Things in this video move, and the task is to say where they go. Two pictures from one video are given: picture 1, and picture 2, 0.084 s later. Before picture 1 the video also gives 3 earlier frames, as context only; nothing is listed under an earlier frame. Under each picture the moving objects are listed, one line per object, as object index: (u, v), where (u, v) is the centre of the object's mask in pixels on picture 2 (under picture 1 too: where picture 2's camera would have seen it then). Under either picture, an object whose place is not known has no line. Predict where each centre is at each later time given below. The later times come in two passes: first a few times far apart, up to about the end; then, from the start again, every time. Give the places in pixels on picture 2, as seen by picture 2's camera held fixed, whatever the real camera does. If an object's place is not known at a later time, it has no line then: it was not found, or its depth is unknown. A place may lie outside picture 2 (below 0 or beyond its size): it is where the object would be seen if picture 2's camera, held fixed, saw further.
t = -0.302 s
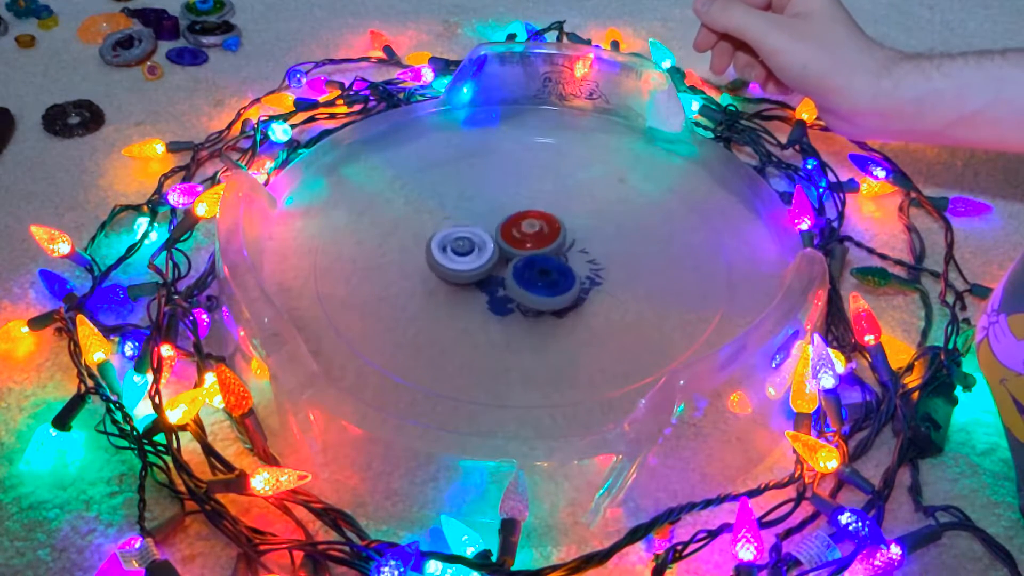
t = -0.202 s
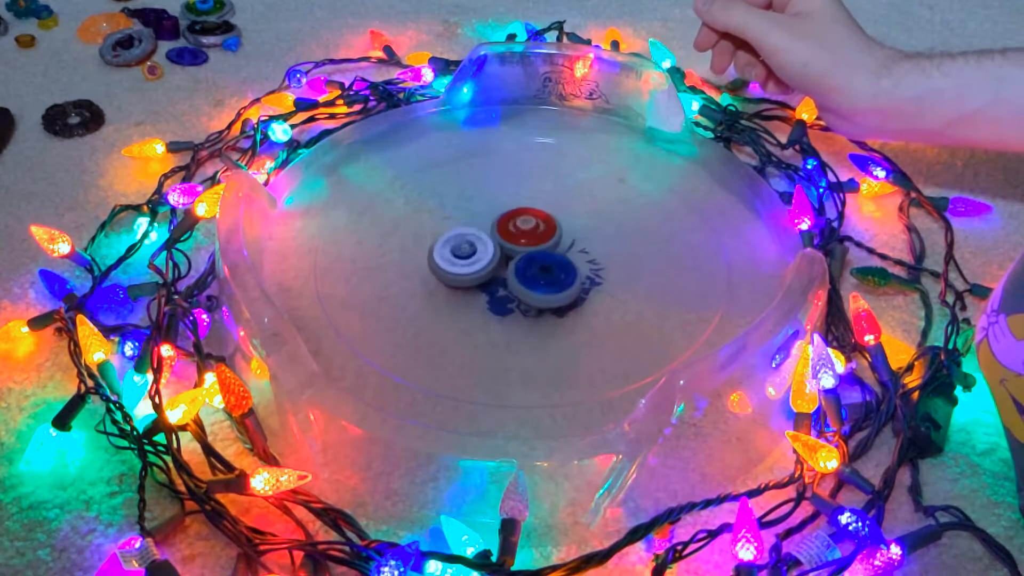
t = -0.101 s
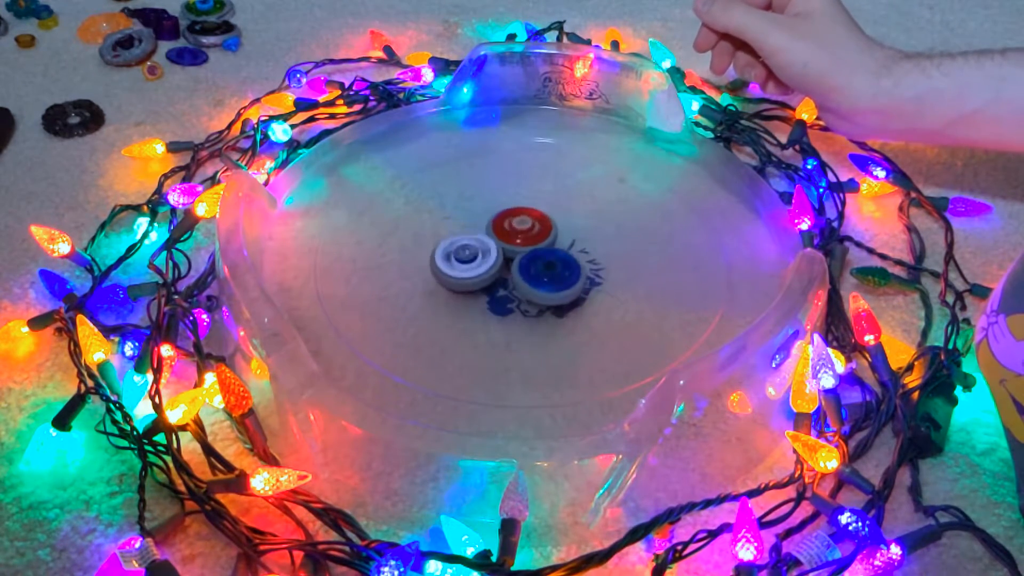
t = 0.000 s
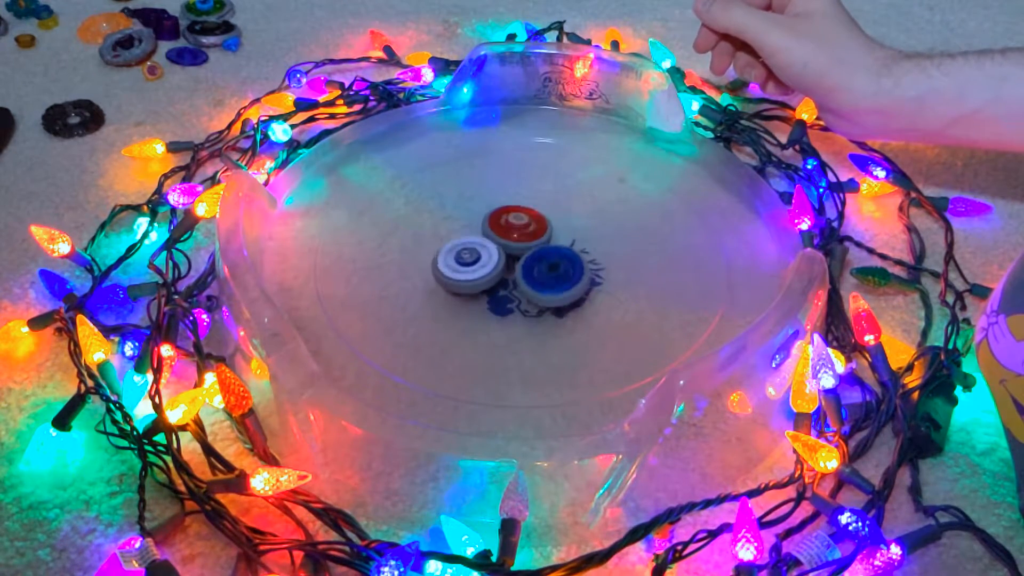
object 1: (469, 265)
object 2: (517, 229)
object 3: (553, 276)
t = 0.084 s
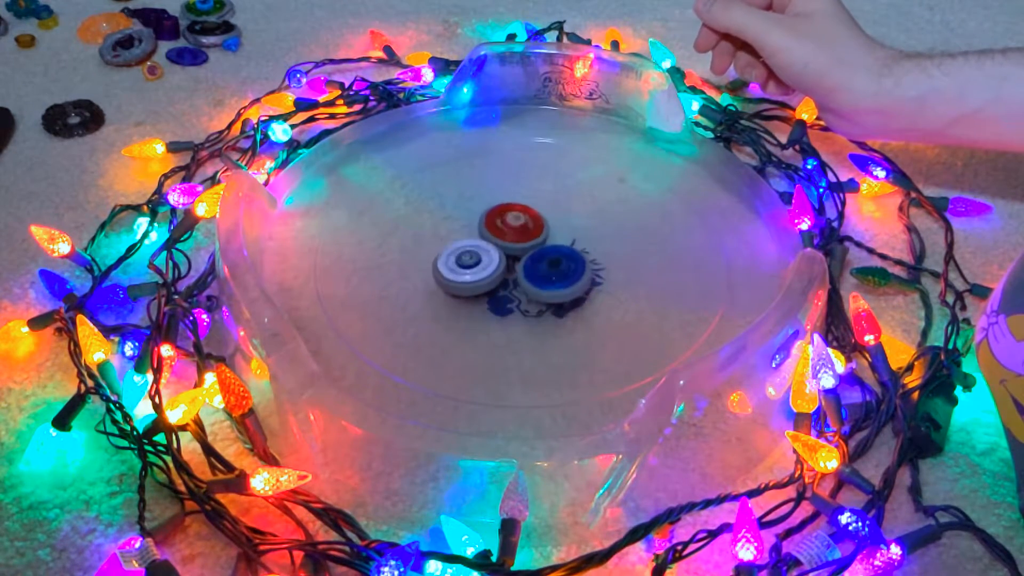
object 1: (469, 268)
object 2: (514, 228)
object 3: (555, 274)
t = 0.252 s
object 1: (470, 273)
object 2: (508, 228)
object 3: (556, 271)
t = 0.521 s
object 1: (478, 279)
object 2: (501, 230)
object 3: (555, 266)
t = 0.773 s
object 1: (490, 283)
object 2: (478, 228)
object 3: (566, 265)
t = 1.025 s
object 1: (495, 285)
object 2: (468, 232)
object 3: (565, 260)
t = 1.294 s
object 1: (502, 285)
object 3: (555, 247)
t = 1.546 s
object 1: (518, 294)
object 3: (547, 238)
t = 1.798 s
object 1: (524, 295)
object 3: (557, 239)
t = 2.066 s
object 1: (525, 292)
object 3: (560, 246)
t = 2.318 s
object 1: (526, 289)
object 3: (558, 234)
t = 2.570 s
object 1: (540, 290)
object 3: (551, 229)
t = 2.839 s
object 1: (608, 288)
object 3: (537, 227)
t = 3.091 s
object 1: (614, 275)
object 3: (530, 225)
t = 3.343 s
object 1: (548, 254)
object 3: (520, 221)
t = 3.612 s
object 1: (555, 268)
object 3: (524, 212)
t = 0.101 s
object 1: (469, 269)
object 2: (513, 228)
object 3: (555, 273)
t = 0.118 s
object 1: (469, 268)
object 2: (513, 228)
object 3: (555, 273)
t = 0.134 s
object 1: (470, 269)
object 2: (512, 228)
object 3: (556, 273)
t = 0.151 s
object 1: (470, 270)
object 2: (511, 228)
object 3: (556, 273)
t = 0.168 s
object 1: (470, 270)
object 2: (511, 228)
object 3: (556, 273)
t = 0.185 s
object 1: (470, 272)
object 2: (510, 228)
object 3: (556, 272)
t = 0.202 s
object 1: (470, 271)
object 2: (510, 228)
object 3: (556, 272)
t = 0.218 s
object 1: (470, 272)
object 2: (509, 228)
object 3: (556, 272)
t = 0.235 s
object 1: (470, 272)
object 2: (508, 228)
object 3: (556, 272)
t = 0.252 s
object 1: (470, 273)
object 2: (508, 228)
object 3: (556, 271)
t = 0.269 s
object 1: (470, 273)
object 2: (508, 228)
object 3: (556, 271)
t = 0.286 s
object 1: (471, 274)
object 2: (507, 228)
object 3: (556, 271)
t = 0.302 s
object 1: (471, 274)
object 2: (507, 228)
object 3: (556, 271)
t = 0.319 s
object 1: (471, 275)
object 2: (506, 228)
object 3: (556, 270)
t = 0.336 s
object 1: (472, 275)
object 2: (506, 228)
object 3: (556, 270)
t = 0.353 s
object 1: (472, 276)
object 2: (506, 228)
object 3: (556, 270)
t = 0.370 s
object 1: (473, 276)
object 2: (505, 228)
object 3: (556, 269)
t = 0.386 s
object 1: (473, 277)
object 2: (505, 229)
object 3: (556, 269)
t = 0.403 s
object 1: (474, 277)
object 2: (504, 229)
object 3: (556, 269)
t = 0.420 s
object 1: (474, 278)
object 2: (504, 229)
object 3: (556, 269)
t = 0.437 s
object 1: (475, 278)
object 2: (503, 230)
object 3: (556, 268)
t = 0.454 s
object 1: (476, 278)
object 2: (503, 230)
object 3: (555, 268)
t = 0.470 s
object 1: (477, 279)
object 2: (502, 230)
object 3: (555, 268)
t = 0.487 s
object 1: (477, 279)
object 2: (502, 230)
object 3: (555, 267)
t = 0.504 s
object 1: (478, 279)
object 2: (501, 230)
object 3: (555, 267)
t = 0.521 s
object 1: (478, 279)
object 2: (501, 230)
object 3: (555, 266)
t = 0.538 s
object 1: (479, 279)
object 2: (500, 230)
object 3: (554, 265)
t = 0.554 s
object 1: (479, 280)
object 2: (499, 230)
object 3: (553, 264)
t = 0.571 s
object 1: (480, 280)
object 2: (498, 230)
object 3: (554, 264)
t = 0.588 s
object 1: (481, 280)
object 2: (497, 231)
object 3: (555, 264)
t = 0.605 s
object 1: (482, 280)
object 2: (497, 230)
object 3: (554, 263)
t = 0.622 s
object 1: (483, 281)
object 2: (496, 230)
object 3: (554, 262)
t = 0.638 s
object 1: (484, 281)
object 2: (492, 230)
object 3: (557, 263)
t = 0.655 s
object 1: (485, 281)
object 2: (488, 229)
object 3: (561, 265)
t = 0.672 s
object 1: (485, 281)
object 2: (486, 228)
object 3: (563, 266)
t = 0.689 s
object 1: (486, 281)
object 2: (484, 228)
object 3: (563, 266)
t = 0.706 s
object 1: (487, 282)
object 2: (482, 228)
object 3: (564, 265)
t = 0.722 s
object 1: (488, 282)
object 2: (481, 228)
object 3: (565, 265)
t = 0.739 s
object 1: (489, 282)
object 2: (480, 228)
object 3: (566, 265)
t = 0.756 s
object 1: (489, 283)
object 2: (479, 228)
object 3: (566, 265)
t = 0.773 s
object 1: (490, 283)
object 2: (478, 228)
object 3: (566, 265)
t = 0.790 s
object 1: (491, 283)
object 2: (477, 229)
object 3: (565, 265)
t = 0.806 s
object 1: (491, 283)
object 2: (476, 229)
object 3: (565, 265)
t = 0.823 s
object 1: (492, 284)
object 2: (475, 229)
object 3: (565, 264)
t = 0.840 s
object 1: (492, 284)
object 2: (475, 229)
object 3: (566, 263)
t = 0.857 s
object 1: (493, 284)
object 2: (474, 229)
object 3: (566, 263)
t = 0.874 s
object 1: (494, 284)
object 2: (473, 229)
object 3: (566, 263)
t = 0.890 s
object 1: (495, 284)
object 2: (472, 230)
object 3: (566, 263)
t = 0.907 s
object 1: (496, 285)
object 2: (471, 229)
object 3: (566, 263)
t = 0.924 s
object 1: (497, 285)
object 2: (471, 230)
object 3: (566, 263)
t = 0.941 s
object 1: (497, 285)
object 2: (471, 230)
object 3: (565, 263)
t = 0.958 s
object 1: (498, 285)
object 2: (470, 231)
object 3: (565, 262)
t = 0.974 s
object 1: (498, 286)
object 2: (469, 231)
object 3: (565, 262)
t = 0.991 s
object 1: (497, 286)
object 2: (469, 231)
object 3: (565, 261)
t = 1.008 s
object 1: (495, 286)
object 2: (469, 231)
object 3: (565, 260)
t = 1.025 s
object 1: (495, 285)
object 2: (468, 232)
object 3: (565, 260)
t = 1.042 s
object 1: (495, 284)
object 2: (468, 233)
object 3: (564, 260)
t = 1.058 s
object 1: (497, 284)
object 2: (468, 233)
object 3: (564, 259)
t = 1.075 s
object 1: (499, 285)
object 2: (468, 234)
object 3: (564, 259)
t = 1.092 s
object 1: (499, 285)
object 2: (468, 234)
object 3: (564, 258)
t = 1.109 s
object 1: (500, 286)
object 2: (467, 234)
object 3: (563, 257)
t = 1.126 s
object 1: (499, 287)
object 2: (467, 235)
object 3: (562, 256)
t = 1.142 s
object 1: (498, 287)
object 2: (467, 235)
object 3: (561, 256)
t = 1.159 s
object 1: (498, 286)
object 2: (468, 236)
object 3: (561, 255)
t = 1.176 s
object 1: (498, 285)
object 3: (559, 254)
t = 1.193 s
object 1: (499, 284)
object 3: (558, 253)
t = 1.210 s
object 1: (500, 284)
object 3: (558, 252)
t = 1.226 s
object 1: (501, 285)
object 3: (558, 251)
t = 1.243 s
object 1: (501, 285)
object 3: (557, 250)
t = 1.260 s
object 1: (501, 285)
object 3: (556, 249)
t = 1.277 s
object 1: (502, 285)
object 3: (555, 248)
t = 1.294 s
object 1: (502, 285)
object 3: (555, 247)
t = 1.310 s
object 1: (502, 286)
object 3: (554, 246)
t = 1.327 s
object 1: (503, 287)
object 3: (554, 245)
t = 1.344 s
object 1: (503, 287)
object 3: (552, 244)
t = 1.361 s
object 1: (503, 287)
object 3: (551, 242)
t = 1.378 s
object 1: (505, 289)
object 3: (551, 242)
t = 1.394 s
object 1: (507, 291)
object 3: (551, 242)
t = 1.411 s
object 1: (509, 291)
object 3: (551, 241)
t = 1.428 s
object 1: (511, 291)
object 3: (551, 240)
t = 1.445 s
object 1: (513, 291)
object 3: (549, 239)
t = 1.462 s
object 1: (514, 292)
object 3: (548, 238)
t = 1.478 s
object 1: (515, 293)
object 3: (548, 238)
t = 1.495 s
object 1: (516, 294)
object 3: (548, 238)
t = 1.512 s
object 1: (516, 294)
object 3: (548, 238)
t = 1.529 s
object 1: (517, 294)
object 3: (548, 238)
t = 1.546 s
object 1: (518, 294)
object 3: (547, 238)
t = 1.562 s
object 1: (520, 294)
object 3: (547, 237)
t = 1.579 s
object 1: (520, 294)
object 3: (546, 237)
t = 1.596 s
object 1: (521, 295)
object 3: (546, 237)
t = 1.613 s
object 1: (521, 295)
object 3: (545, 237)
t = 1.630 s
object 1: (521, 295)
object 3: (545, 236)
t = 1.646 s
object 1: (522, 295)
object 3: (545, 236)
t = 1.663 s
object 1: (522, 295)
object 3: (546, 236)
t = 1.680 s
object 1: (522, 295)
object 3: (546, 236)
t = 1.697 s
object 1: (523, 295)
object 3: (546, 237)
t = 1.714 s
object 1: (524, 295)
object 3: (546, 238)
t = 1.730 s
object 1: (524, 295)
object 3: (550, 237)
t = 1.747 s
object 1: (524, 295)
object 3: (554, 238)
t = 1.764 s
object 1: (524, 295)
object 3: (556, 239)
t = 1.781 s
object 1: (524, 295)
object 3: (557, 239)
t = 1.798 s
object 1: (524, 295)
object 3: (557, 239)
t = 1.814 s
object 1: (524, 295)
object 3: (559, 239)
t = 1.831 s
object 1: (524, 294)
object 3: (560, 240)
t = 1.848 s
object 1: (525, 294)
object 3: (561, 240)
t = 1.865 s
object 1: (526, 294)
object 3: (561, 241)
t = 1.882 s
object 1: (527, 294)
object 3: (561, 241)
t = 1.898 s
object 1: (528, 294)
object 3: (561, 242)
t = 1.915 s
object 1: (528, 294)
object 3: (561, 243)
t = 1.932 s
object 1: (528, 294)
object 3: (561, 244)
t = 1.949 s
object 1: (528, 293)
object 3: (561, 244)
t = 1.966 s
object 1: (529, 292)
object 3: (561, 245)
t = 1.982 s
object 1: (530, 292)
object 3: (560, 245)
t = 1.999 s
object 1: (529, 293)
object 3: (560, 245)
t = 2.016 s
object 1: (529, 292)
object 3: (560, 245)
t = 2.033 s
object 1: (527, 293)
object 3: (560, 245)
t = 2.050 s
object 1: (526, 292)
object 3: (560, 245)
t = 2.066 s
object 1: (525, 292)
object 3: (560, 246)
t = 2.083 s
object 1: (525, 290)
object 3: (560, 245)
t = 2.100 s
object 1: (525, 290)
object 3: (560, 245)
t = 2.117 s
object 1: (525, 290)
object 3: (561, 243)
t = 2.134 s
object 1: (523, 290)
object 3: (562, 241)
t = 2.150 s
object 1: (523, 290)
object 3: (562, 240)
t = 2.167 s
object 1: (522, 289)
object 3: (561, 239)
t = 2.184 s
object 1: (523, 288)
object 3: (560, 238)
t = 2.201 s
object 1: (525, 288)
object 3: (559, 237)
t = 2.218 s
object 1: (527, 289)
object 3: (559, 237)
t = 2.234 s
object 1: (528, 290)
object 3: (559, 235)
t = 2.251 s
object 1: (528, 291)
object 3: (559, 235)
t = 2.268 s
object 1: (527, 291)
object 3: (559, 235)
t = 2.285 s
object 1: (526, 291)
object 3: (559, 234)
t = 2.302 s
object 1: (526, 290)
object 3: (559, 234)
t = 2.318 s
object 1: (526, 289)
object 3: (558, 234)
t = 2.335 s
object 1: (526, 288)
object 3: (558, 233)
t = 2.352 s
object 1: (528, 288)
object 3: (556, 233)
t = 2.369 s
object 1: (529, 288)
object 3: (556, 232)
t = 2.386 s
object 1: (531, 288)
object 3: (555, 232)
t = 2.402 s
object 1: (532, 289)
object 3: (555, 231)
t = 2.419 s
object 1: (532, 289)
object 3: (555, 231)
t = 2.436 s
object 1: (532, 289)
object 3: (555, 231)
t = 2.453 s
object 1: (532, 288)
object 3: (554, 231)
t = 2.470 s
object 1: (532, 288)
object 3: (554, 230)
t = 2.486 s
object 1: (534, 288)
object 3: (553, 230)
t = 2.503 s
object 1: (535, 288)
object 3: (553, 230)
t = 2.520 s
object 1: (536, 288)
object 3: (553, 229)
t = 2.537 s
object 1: (538, 289)
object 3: (552, 229)
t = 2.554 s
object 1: (539, 289)
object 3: (551, 229)
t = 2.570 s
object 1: (540, 290)
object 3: (551, 229)
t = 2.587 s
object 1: (542, 292)
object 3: (550, 229)
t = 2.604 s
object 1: (545, 293)
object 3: (550, 229)
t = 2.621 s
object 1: (547, 294)
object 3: (550, 229)
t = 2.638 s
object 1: (550, 294)
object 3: (549, 229)
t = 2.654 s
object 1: (554, 294)
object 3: (548, 229)
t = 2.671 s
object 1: (559, 295)
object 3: (547, 229)
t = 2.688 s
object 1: (566, 297)
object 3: (545, 229)
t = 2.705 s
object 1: (573, 297)
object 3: (544, 229)
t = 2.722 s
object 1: (579, 298)
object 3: (544, 229)
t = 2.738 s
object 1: (585, 297)
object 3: (543, 229)
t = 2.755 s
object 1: (589, 297)
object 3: (542, 228)
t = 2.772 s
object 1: (593, 295)
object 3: (542, 228)
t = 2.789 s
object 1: (598, 293)
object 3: (540, 227)
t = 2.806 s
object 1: (603, 291)
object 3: (539, 228)
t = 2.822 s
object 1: (606, 290)
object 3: (538, 227)
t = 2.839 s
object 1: (608, 288)
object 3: (537, 227)
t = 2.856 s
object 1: (610, 288)
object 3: (536, 227)
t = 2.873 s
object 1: (611, 287)
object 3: (536, 227)
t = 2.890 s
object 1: (612, 286)
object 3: (536, 227)
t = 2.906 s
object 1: (613, 286)
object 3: (536, 227)
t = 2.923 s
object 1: (614, 285)
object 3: (536, 227)
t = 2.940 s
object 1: (616, 285)
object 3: (536, 227)
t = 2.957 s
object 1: (616, 284)
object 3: (535, 227)
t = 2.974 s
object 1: (617, 283)
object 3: (535, 227)
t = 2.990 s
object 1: (616, 282)
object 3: (534, 227)
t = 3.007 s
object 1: (616, 280)
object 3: (533, 227)
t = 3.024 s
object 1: (616, 278)
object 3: (532, 227)
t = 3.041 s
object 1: (616, 277)
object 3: (532, 227)
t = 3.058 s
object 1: (616, 276)
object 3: (531, 226)
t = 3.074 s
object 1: (616, 276)
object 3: (530, 225)
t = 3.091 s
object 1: (614, 275)
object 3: (530, 225)
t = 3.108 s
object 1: (613, 274)
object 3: (530, 225)
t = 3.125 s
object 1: (612, 274)
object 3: (530, 225)
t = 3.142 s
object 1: (609, 273)
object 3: (530, 225)
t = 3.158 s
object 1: (608, 271)
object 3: (529, 225)
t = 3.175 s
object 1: (605, 269)
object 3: (529, 226)
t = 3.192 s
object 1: (602, 268)
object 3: (528, 226)
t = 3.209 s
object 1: (599, 266)
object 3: (527, 226)
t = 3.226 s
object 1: (593, 264)
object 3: (527, 226)
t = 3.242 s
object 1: (588, 262)
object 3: (526, 226)
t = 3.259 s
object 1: (583, 260)
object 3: (525, 226)
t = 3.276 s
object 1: (578, 259)
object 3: (524, 225)
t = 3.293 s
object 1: (573, 257)
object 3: (523, 225)
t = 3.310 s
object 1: (566, 257)
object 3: (522, 221)
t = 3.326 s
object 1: (557, 255)
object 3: (521, 220)
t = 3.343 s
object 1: (548, 254)
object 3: (520, 221)
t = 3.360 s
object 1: (543, 253)
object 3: (520, 220)
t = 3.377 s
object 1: (540, 256)
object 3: (520, 218)
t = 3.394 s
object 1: (540, 259)
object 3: (520, 217)
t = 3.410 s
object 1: (541, 262)
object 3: (522, 215)
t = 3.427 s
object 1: (541, 263)
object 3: (524, 213)
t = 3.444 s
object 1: (543, 265)
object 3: (525, 212)
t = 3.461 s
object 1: (544, 267)
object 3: (526, 211)
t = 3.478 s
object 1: (547, 268)
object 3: (527, 210)
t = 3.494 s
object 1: (548, 269)
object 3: (527, 210)
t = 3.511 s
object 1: (548, 269)
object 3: (527, 210)
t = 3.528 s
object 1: (548, 268)
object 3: (527, 209)
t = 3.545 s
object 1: (548, 268)
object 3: (526, 210)
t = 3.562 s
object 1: (548, 268)
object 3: (525, 211)
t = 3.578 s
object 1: (552, 267)
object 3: (525, 211)
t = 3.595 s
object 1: (554, 267)
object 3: (524, 211)
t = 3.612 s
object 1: (555, 268)
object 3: (524, 212)
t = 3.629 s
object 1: (555, 268)
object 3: (523, 213)
